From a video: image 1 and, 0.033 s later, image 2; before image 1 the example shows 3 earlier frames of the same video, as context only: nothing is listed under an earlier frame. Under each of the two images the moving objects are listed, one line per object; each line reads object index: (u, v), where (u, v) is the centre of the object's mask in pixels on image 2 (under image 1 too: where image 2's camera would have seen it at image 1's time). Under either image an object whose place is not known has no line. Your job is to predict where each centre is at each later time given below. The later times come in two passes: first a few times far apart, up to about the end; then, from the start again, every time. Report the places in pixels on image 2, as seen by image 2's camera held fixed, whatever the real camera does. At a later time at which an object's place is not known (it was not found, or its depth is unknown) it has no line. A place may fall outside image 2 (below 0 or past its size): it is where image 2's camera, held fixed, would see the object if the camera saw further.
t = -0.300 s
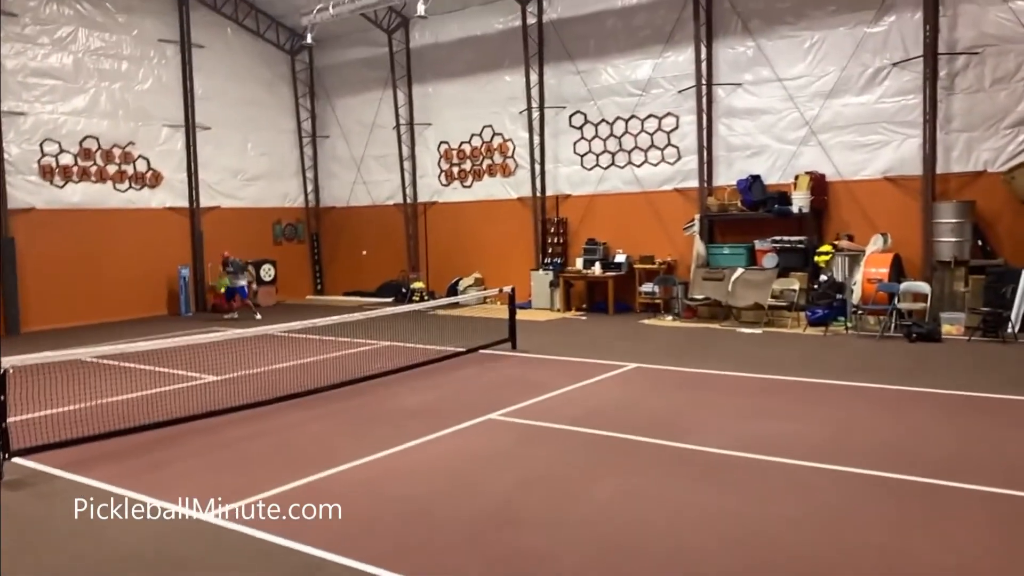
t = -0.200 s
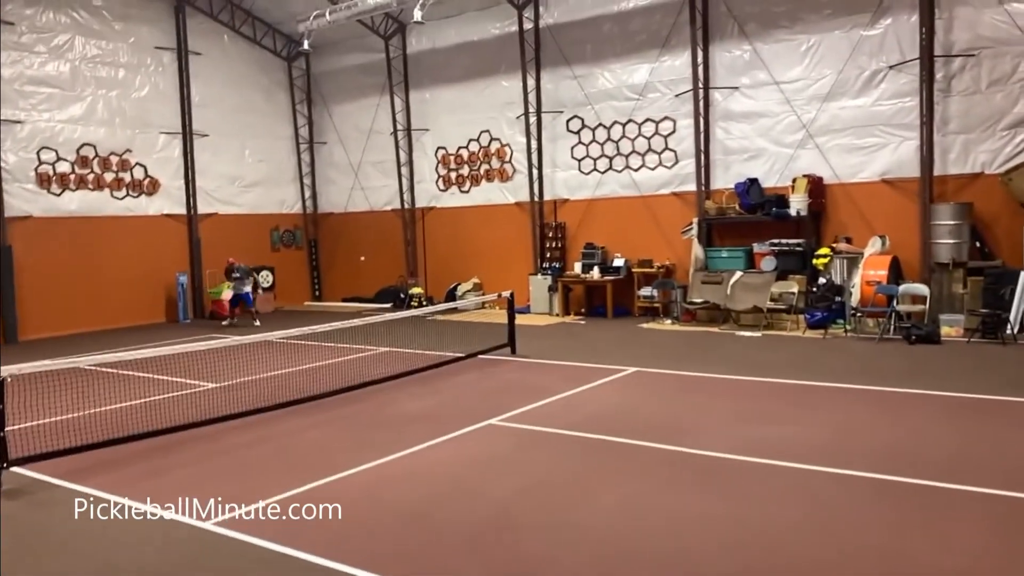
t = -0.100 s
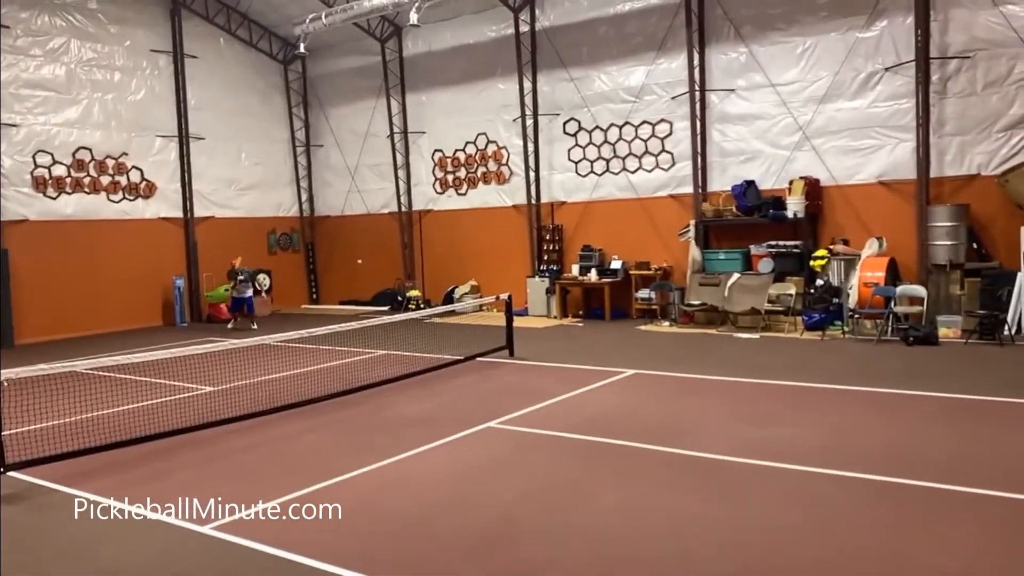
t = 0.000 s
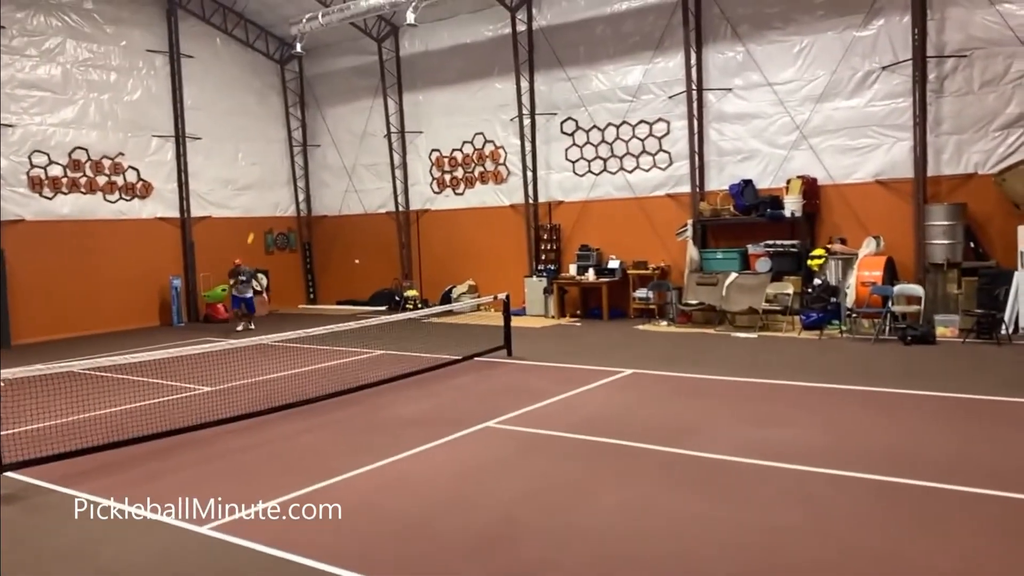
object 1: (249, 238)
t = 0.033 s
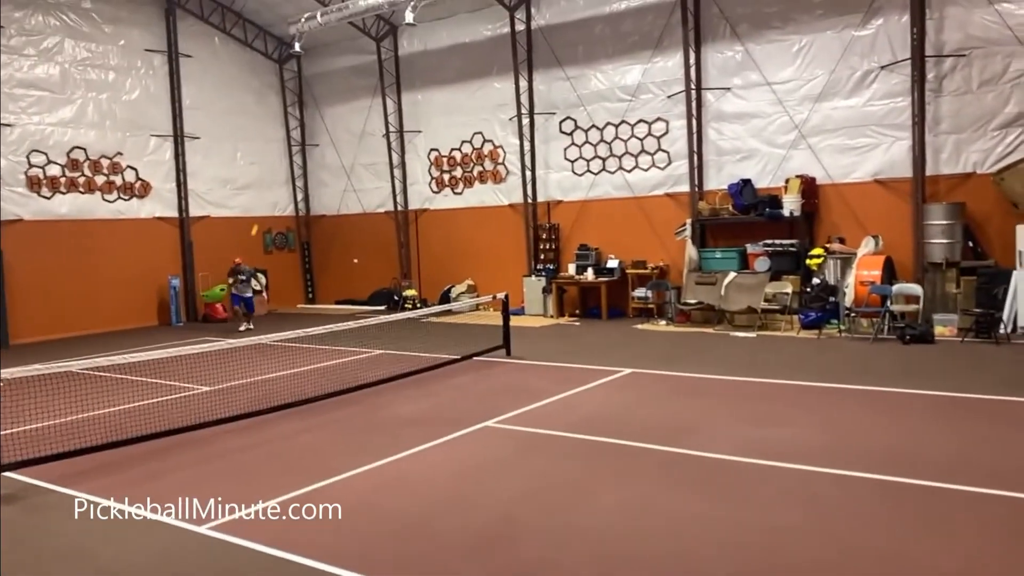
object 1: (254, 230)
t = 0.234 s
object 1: (291, 192)
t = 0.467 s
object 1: (343, 172)
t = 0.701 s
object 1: (416, 197)
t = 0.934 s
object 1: (517, 298)
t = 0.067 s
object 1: (260, 223)
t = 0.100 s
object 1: (264, 218)
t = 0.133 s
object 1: (272, 211)
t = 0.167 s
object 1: (277, 204)
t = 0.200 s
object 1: (284, 197)
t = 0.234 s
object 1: (291, 192)
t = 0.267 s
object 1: (296, 188)
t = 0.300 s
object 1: (304, 183)
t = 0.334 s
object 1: (311, 180)
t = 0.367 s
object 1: (319, 177)
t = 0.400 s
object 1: (326, 175)
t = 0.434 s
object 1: (334, 173)
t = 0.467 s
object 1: (343, 172)
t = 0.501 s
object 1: (352, 172)
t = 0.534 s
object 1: (362, 173)
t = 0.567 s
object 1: (371, 175)
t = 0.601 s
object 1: (381, 179)
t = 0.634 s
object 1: (392, 184)
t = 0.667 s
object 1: (403, 190)
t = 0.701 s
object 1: (416, 197)
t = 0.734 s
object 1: (428, 207)
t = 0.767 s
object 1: (440, 216)
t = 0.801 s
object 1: (454, 229)
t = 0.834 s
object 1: (469, 243)
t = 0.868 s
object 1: (484, 259)
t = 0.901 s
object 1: (501, 279)
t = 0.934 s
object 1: (517, 298)
